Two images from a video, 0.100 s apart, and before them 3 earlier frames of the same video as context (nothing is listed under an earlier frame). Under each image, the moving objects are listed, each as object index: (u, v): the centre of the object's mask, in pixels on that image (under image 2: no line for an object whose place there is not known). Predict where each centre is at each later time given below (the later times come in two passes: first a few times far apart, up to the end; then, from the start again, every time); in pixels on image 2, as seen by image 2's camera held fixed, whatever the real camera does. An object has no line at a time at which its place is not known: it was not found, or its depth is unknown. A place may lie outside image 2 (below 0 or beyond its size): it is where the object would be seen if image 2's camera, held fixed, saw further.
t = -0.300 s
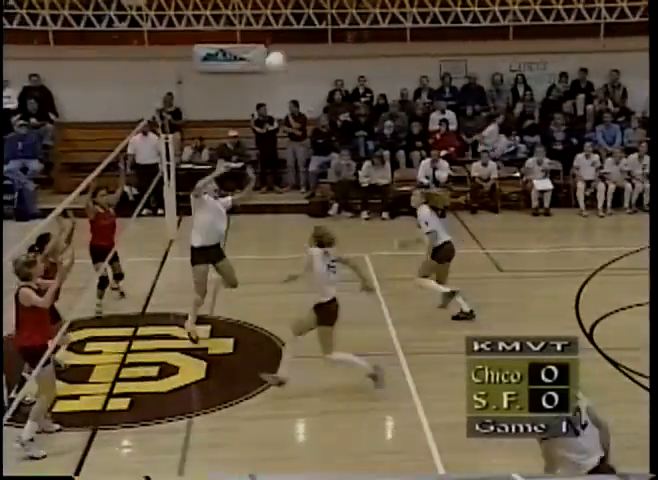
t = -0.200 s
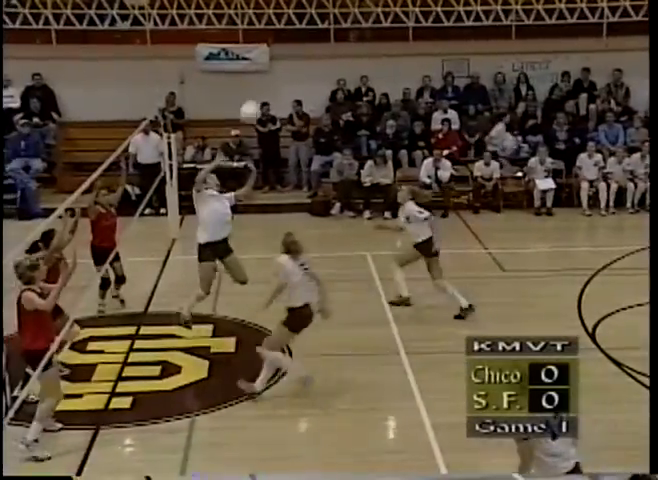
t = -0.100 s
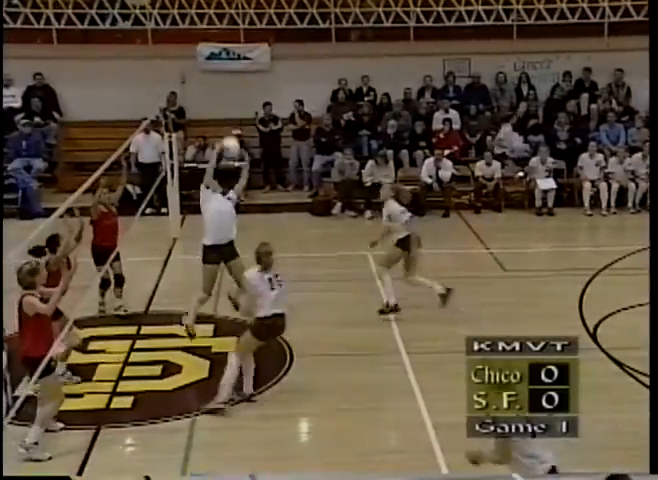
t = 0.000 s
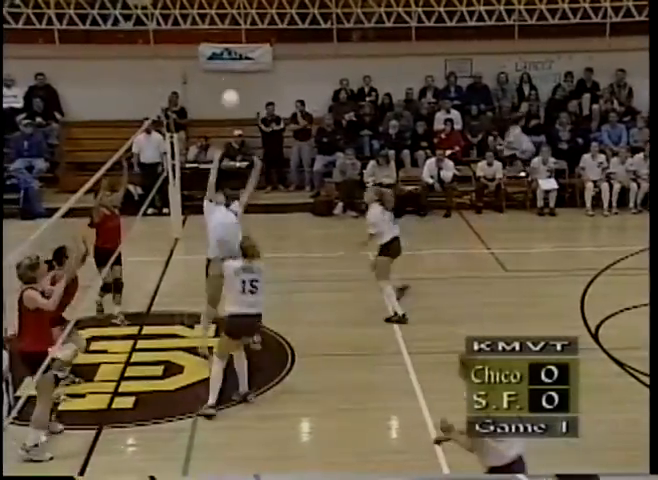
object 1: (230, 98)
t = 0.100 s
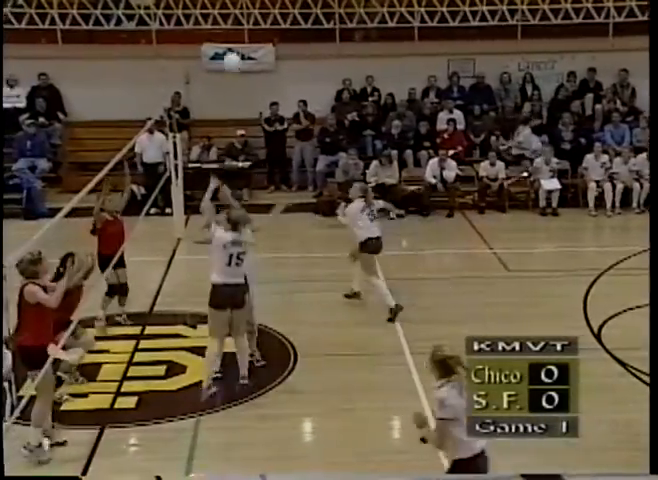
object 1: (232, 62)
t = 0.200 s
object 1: (232, 36)
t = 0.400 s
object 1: (232, 10)
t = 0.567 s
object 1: (234, 15)
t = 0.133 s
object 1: (231, 51)
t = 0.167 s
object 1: (231, 41)
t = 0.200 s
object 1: (232, 36)
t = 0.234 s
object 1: (231, 29)
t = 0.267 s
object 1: (231, 24)
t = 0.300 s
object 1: (232, 18)
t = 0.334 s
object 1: (232, 15)
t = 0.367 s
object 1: (232, 12)
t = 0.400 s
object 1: (232, 10)
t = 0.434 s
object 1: (232, 9)
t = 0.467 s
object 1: (233, 9)
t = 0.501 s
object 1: (233, 10)
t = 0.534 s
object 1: (234, 12)
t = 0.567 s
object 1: (234, 15)
